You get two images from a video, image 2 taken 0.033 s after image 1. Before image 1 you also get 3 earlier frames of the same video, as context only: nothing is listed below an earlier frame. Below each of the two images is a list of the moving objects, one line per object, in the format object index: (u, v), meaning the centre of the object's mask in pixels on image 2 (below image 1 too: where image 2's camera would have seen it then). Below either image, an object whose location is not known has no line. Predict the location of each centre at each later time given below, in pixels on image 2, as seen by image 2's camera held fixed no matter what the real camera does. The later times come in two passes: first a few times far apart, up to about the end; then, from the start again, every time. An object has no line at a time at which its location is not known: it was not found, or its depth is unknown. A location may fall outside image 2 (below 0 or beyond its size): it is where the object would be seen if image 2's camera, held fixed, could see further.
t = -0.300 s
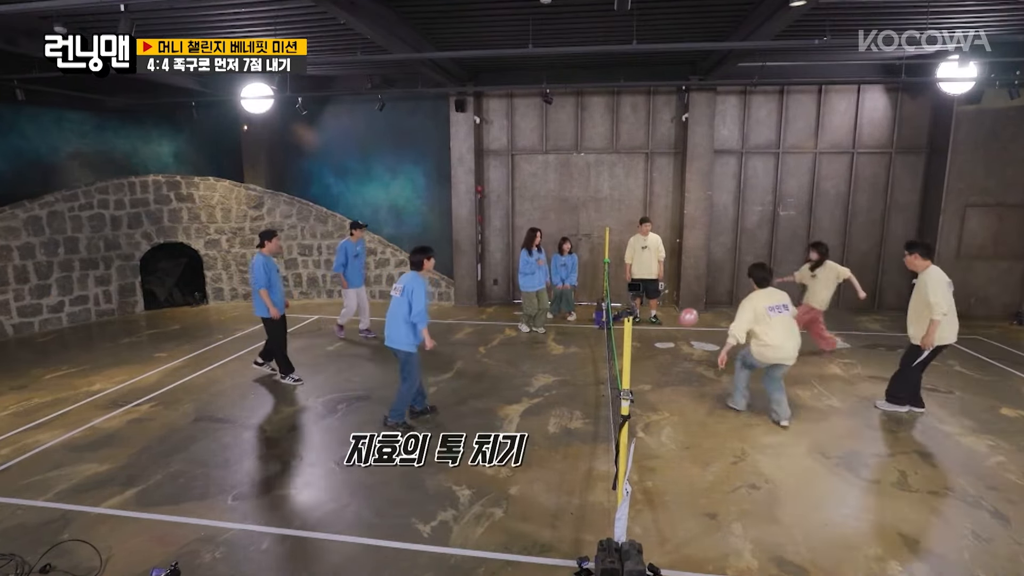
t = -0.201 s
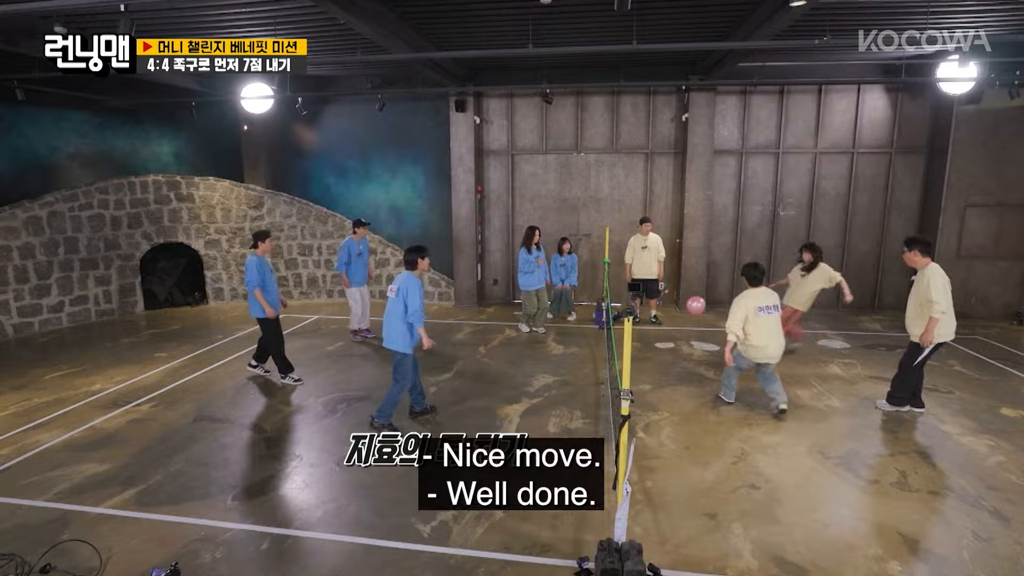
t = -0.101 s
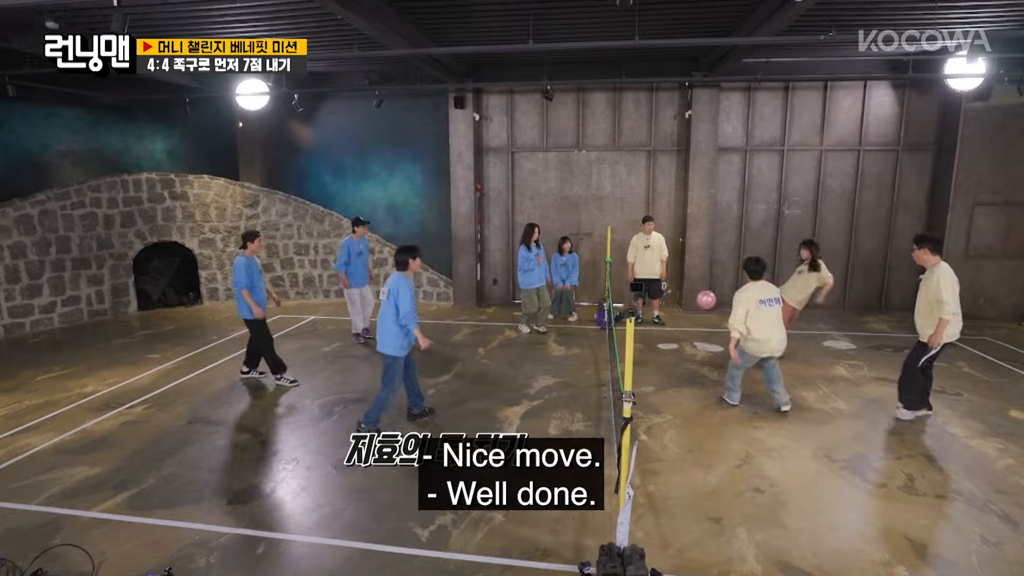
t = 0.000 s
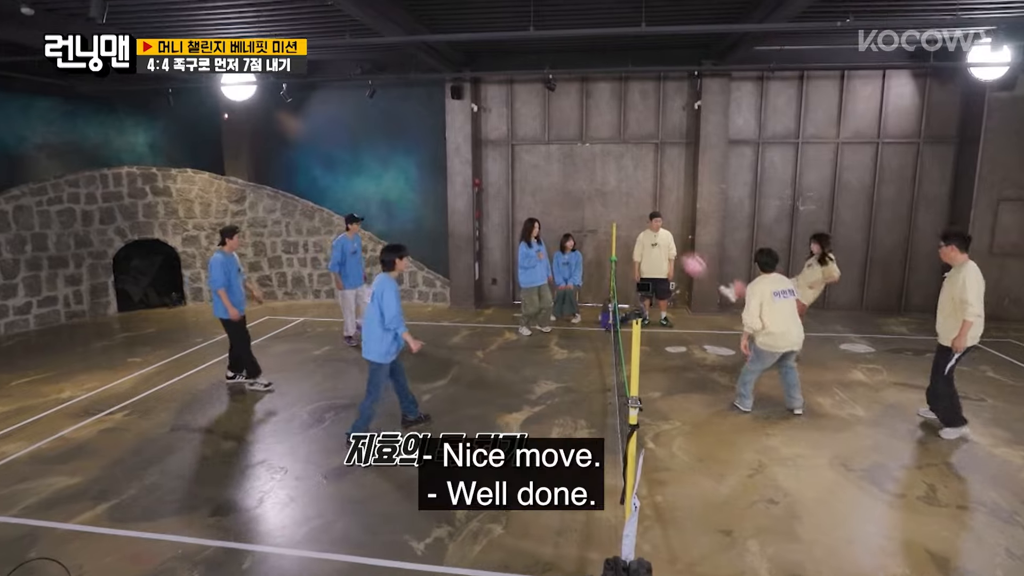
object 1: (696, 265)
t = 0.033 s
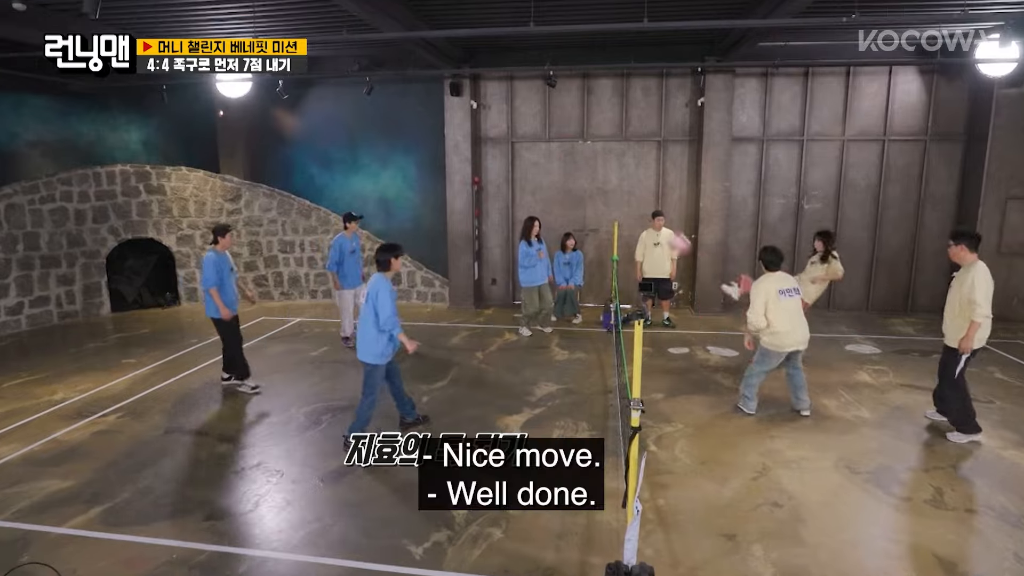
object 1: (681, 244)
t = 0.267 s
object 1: (555, 135)
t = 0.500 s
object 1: (460, 82)
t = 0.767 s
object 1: (370, 94)
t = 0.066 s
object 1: (658, 222)
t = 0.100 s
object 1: (640, 206)
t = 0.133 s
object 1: (620, 190)
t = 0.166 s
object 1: (603, 176)
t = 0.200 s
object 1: (585, 161)
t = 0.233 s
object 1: (570, 148)
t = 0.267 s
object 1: (555, 135)
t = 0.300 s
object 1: (540, 126)
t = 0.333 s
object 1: (526, 114)
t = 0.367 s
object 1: (512, 105)
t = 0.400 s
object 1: (499, 98)
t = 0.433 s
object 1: (485, 91)
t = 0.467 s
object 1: (473, 86)
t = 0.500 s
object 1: (460, 82)
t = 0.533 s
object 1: (447, 80)
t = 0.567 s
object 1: (435, 78)
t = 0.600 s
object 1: (423, 78)
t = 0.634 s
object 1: (412, 79)
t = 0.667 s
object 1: (401, 81)
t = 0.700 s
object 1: (390, 84)
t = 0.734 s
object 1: (379, 89)
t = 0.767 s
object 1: (370, 94)
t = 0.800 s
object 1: (360, 100)
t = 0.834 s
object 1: (351, 107)
